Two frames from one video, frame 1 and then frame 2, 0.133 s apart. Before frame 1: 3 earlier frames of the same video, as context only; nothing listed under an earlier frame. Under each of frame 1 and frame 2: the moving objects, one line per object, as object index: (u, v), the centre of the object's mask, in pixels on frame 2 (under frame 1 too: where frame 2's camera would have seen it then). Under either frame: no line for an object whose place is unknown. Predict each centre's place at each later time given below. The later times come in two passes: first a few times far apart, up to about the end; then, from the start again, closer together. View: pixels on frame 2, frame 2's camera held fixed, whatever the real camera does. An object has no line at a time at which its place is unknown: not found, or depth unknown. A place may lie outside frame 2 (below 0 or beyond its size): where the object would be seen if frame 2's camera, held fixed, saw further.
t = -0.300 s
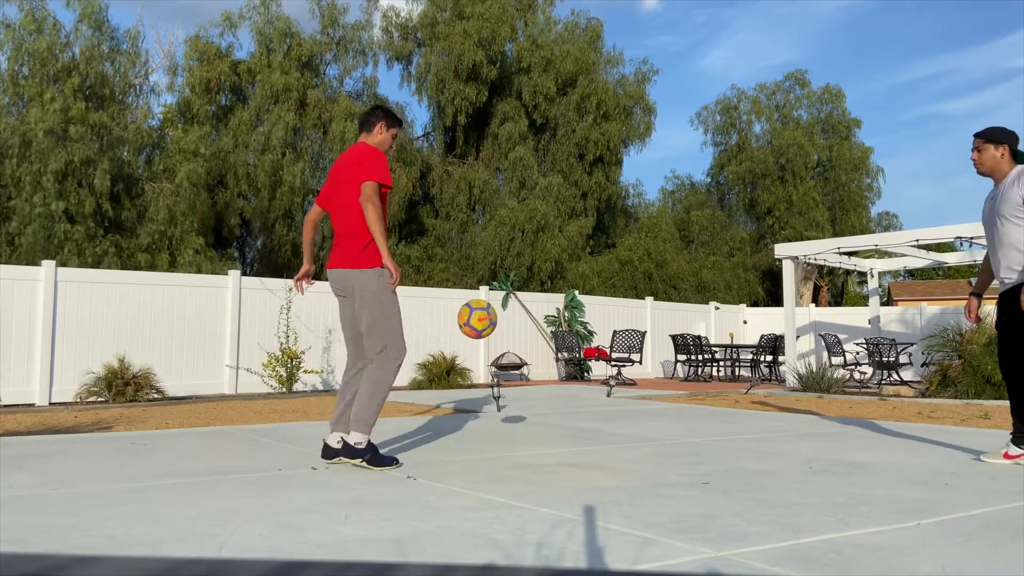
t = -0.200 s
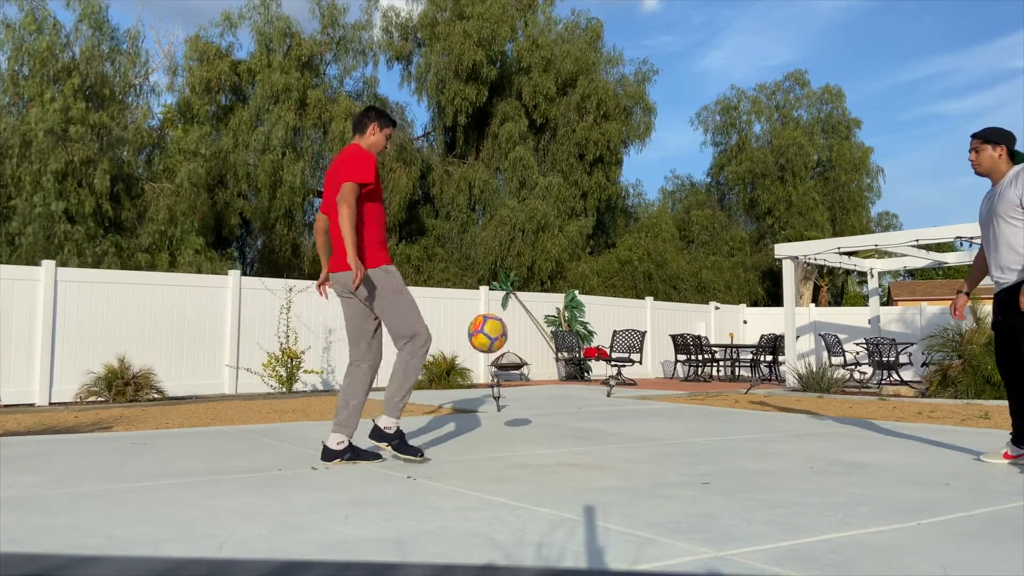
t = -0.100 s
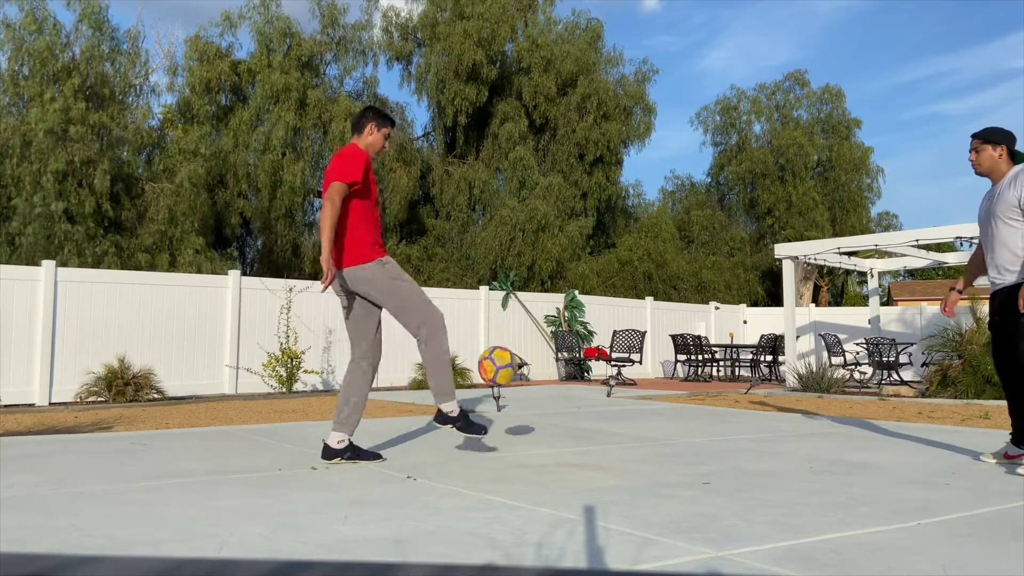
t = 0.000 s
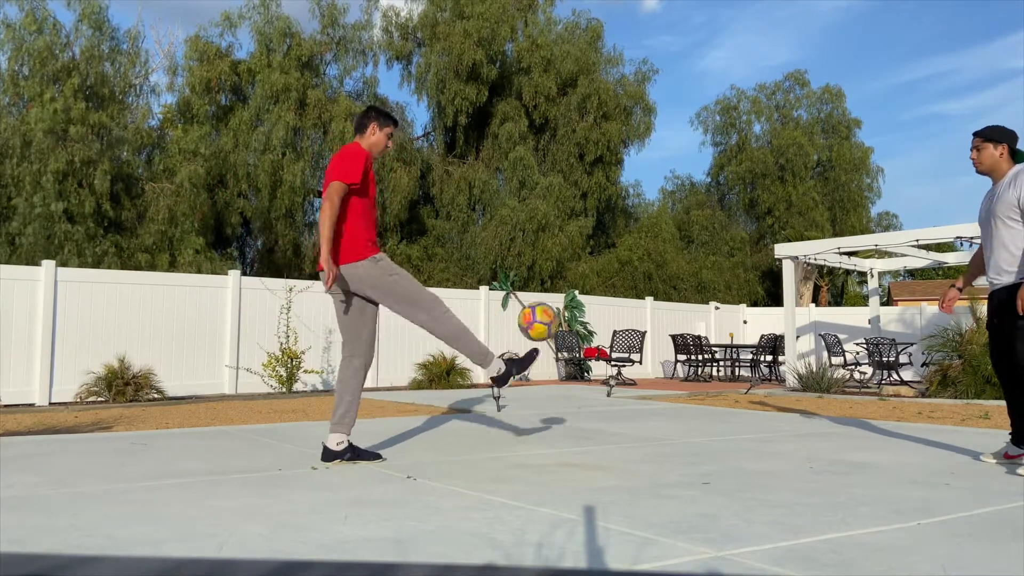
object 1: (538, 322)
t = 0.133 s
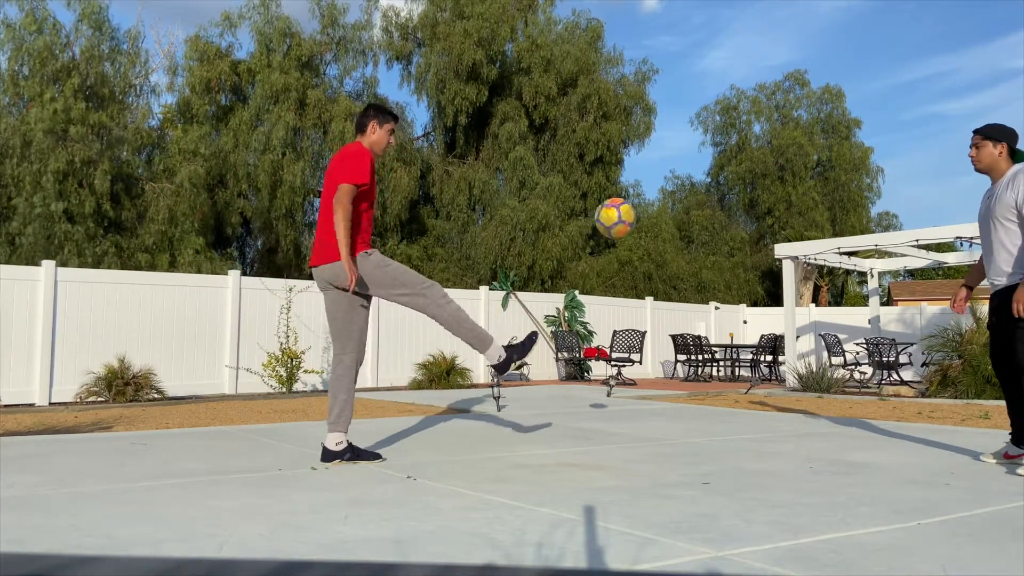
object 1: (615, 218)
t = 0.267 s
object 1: (693, 145)
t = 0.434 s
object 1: (794, 98)
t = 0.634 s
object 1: (921, 110)
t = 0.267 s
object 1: (693, 145)
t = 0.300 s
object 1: (713, 133)
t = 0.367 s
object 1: (754, 112)
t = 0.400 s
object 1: (775, 103)
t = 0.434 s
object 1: (794, 98)
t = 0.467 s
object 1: (815, 95)
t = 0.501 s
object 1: (836, 94)
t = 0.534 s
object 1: (857, 95)
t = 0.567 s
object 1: (878, 98)
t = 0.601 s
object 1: (899, 103)
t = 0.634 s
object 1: (921, 110)
